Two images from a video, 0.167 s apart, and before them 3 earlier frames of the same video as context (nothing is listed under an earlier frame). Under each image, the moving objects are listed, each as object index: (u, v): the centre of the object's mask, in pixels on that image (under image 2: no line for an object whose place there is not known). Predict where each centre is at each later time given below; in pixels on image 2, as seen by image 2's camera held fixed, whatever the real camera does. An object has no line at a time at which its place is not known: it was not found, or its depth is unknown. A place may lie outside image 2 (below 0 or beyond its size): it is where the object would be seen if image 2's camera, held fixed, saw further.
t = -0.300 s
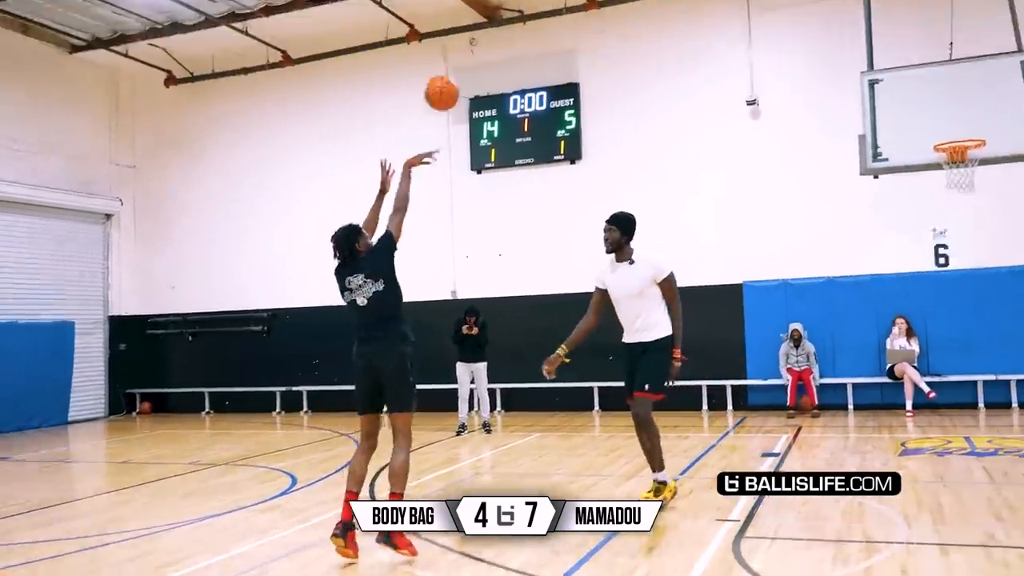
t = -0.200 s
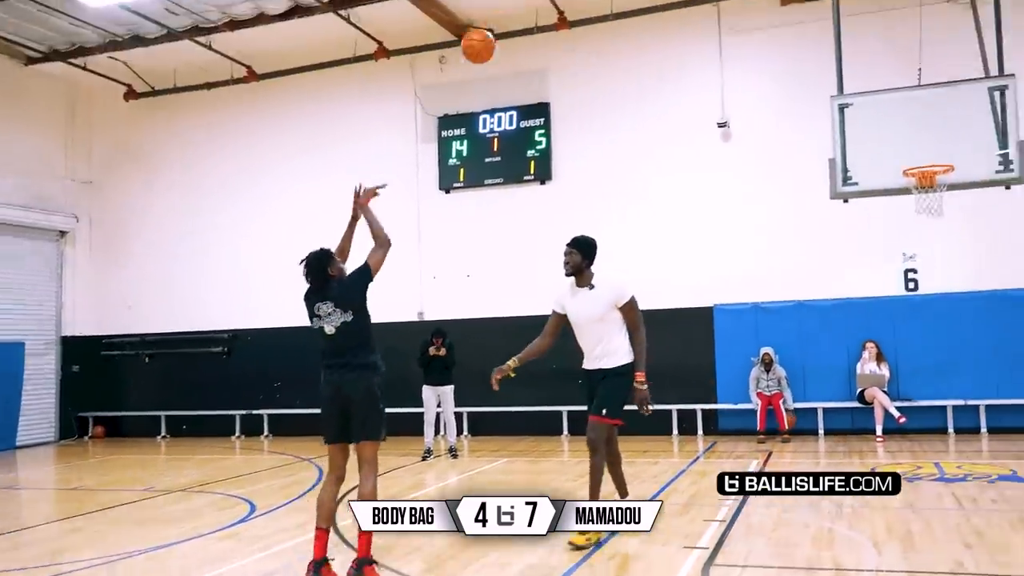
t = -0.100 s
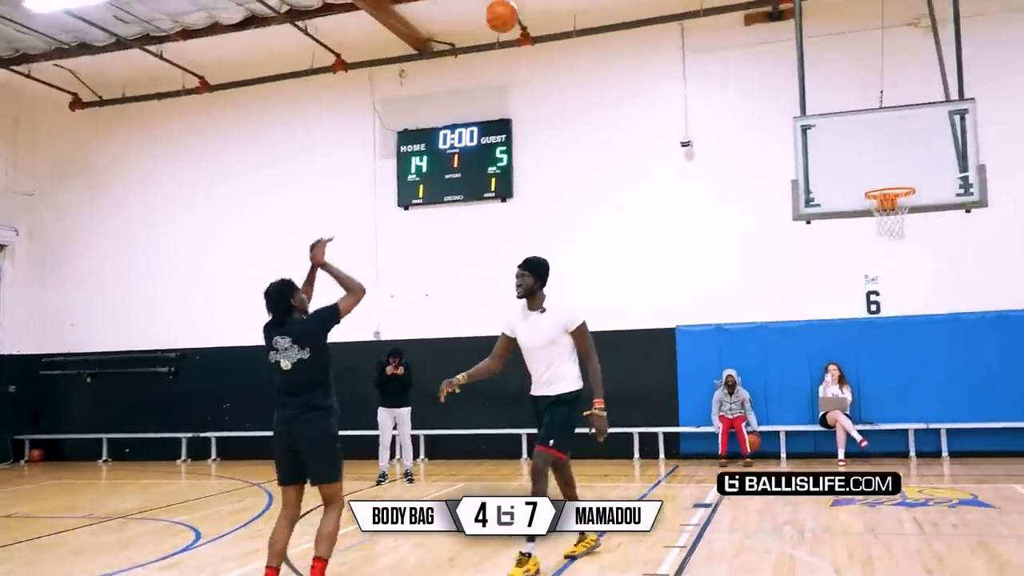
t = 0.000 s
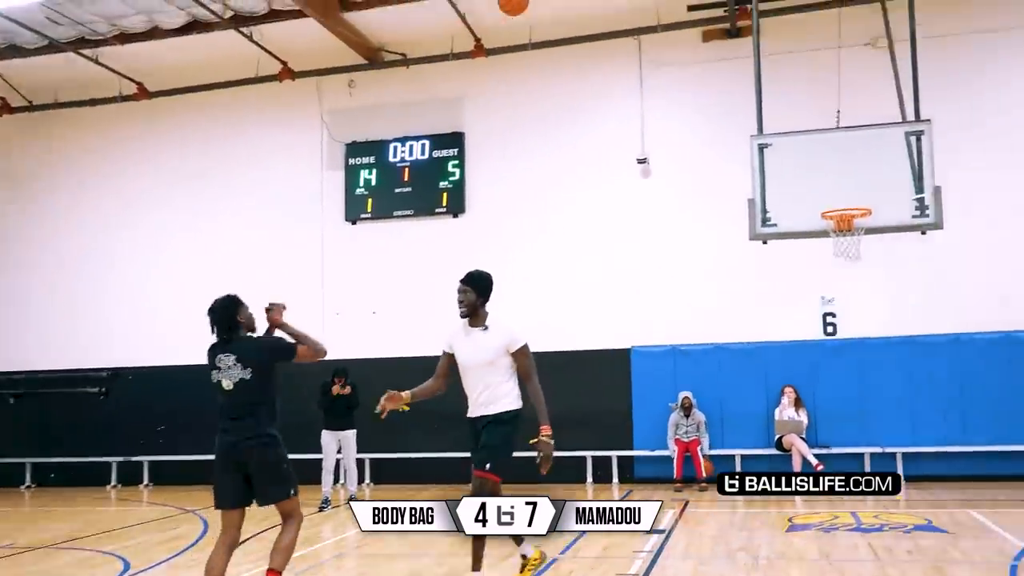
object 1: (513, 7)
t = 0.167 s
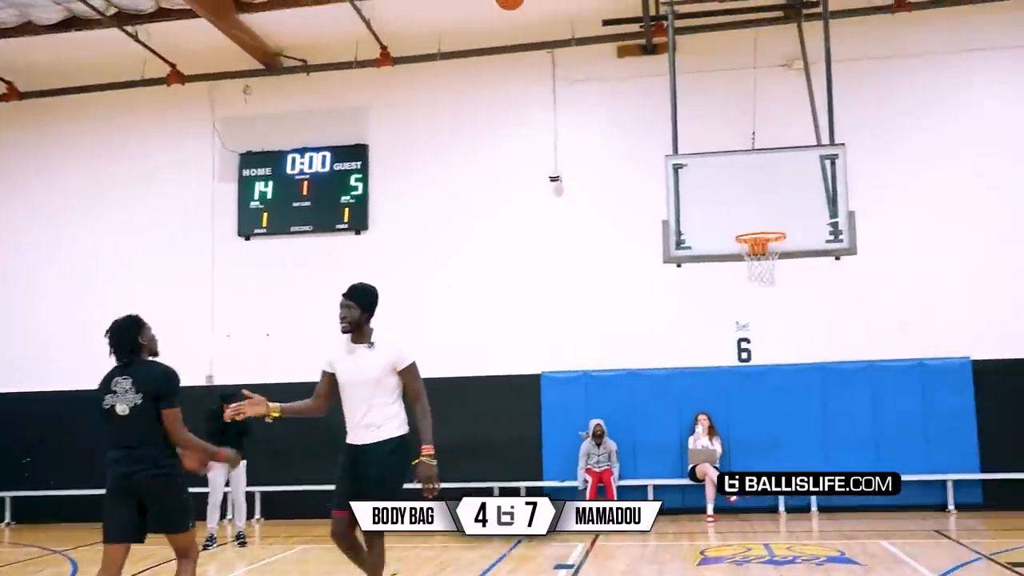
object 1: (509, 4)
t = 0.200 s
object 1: (526, 5)
